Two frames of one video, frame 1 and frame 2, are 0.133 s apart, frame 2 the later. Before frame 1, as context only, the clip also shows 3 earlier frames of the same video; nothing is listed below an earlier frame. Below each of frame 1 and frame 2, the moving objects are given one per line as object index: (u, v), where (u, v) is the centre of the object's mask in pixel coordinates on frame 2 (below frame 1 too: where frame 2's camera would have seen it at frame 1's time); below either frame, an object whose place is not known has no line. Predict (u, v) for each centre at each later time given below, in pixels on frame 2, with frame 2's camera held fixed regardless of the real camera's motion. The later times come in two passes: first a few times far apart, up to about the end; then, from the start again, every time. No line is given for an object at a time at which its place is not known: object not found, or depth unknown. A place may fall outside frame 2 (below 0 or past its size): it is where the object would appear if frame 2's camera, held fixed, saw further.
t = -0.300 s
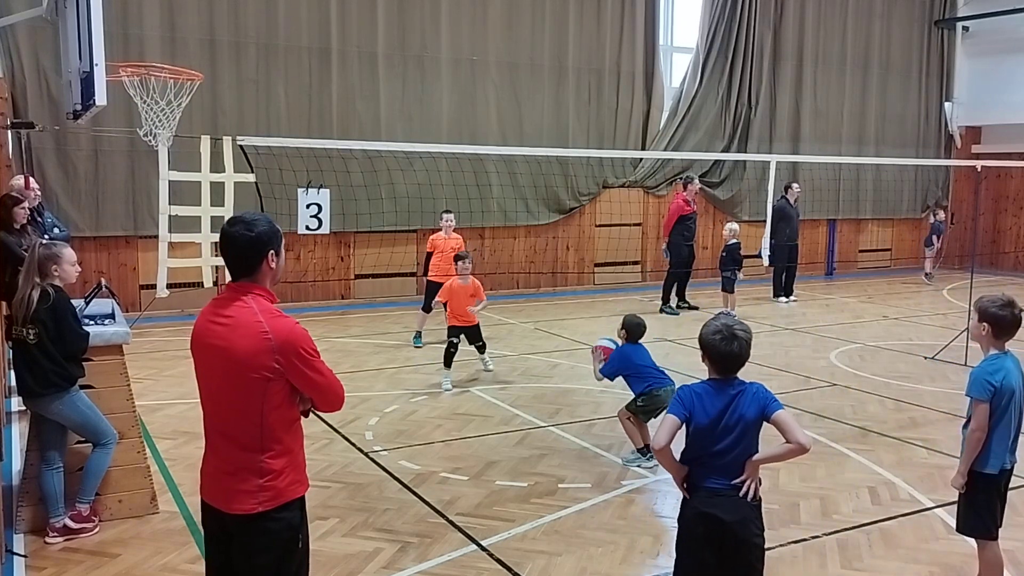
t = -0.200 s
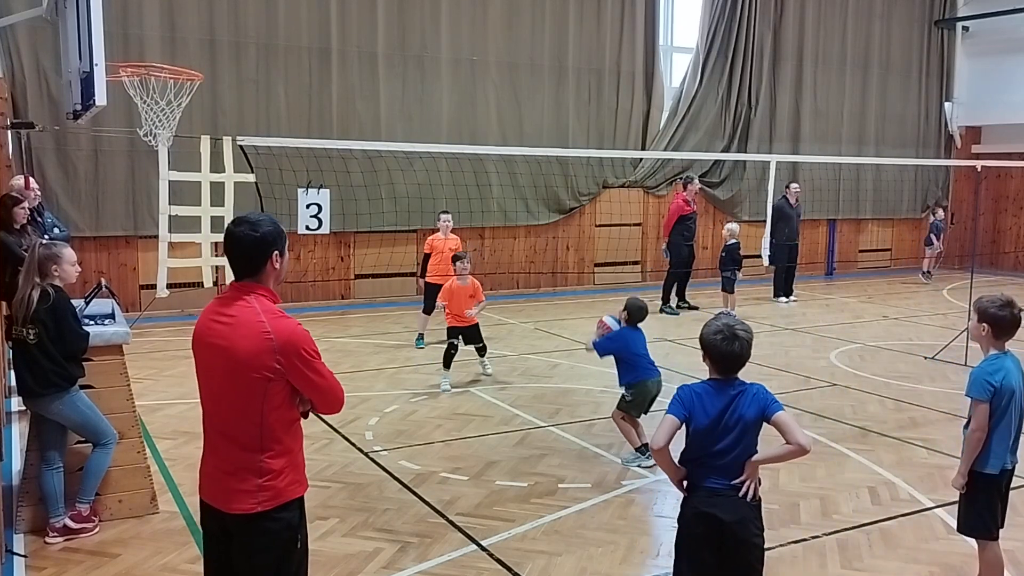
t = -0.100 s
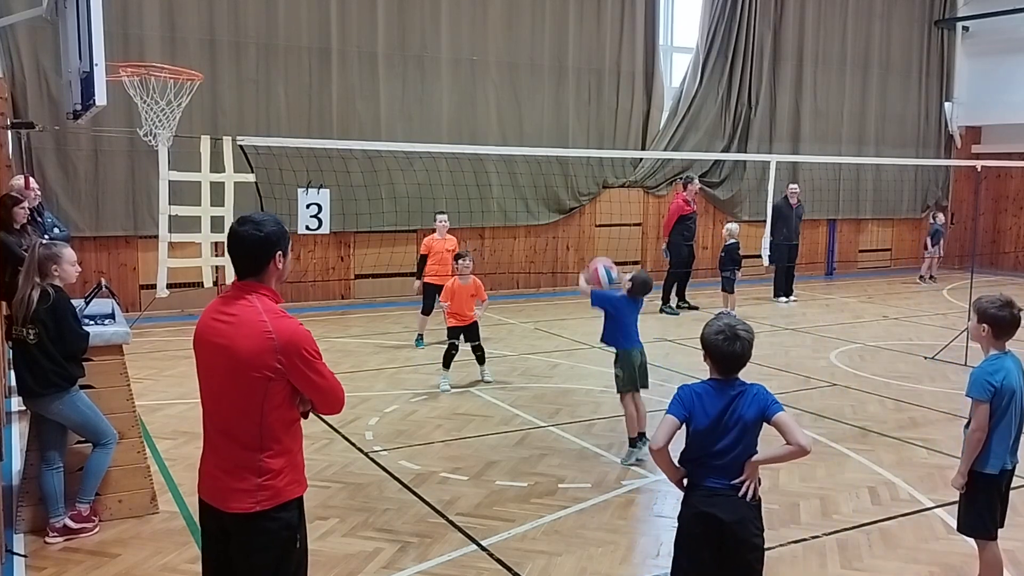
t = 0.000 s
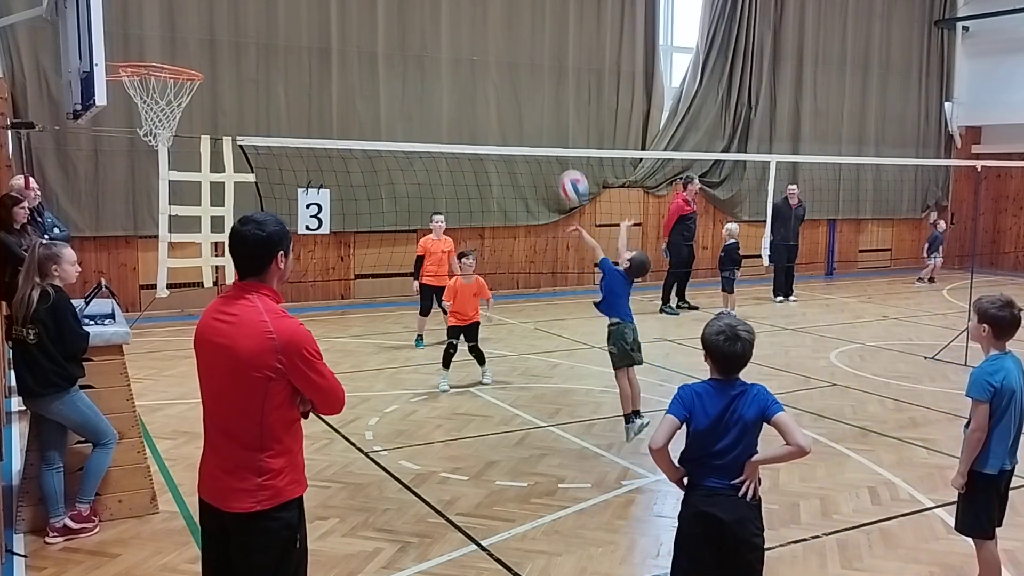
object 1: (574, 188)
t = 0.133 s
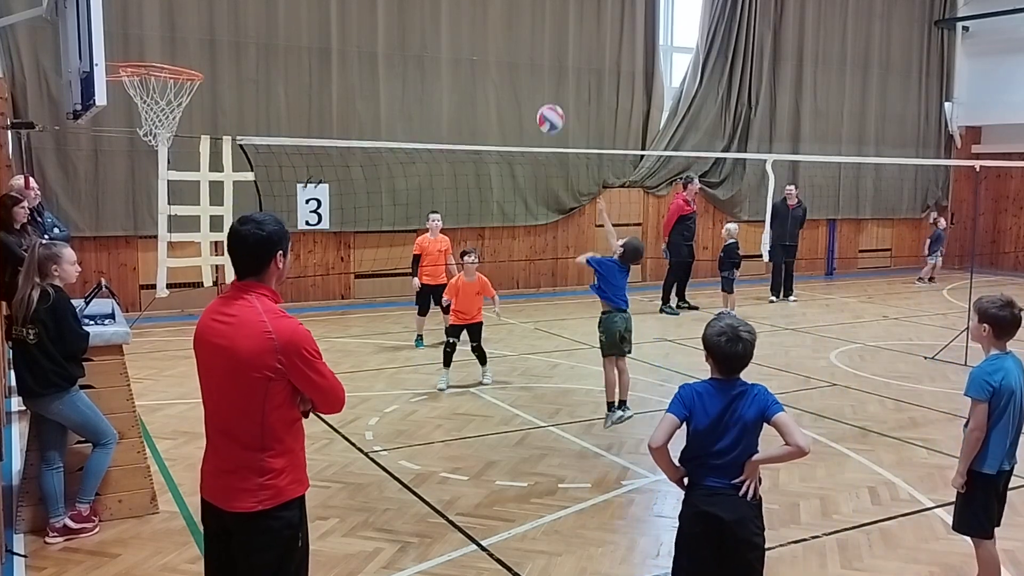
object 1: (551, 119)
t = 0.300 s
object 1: (536, 88)
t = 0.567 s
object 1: (513, 113)
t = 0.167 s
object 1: (548, 109)
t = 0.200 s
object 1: (545, 102)
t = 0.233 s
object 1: (542, 96)
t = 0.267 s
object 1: (539, 91)
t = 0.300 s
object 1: (536, 88)
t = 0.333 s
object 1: (533, 86)
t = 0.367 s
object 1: (530, 86)
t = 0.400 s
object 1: (527, 87)
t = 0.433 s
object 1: (524, 90)
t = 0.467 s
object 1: (521, 93)
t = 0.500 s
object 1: (518, 98)
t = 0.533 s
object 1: (516, 105)
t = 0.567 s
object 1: (513, 113)
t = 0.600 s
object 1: (510, 122)
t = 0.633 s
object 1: (507, 132)
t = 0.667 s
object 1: (504, 140)
